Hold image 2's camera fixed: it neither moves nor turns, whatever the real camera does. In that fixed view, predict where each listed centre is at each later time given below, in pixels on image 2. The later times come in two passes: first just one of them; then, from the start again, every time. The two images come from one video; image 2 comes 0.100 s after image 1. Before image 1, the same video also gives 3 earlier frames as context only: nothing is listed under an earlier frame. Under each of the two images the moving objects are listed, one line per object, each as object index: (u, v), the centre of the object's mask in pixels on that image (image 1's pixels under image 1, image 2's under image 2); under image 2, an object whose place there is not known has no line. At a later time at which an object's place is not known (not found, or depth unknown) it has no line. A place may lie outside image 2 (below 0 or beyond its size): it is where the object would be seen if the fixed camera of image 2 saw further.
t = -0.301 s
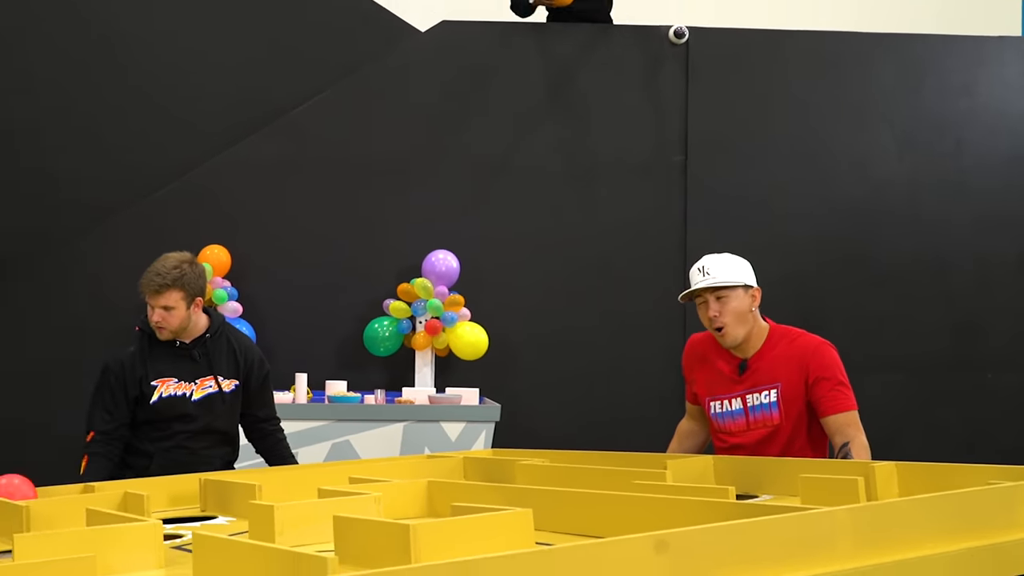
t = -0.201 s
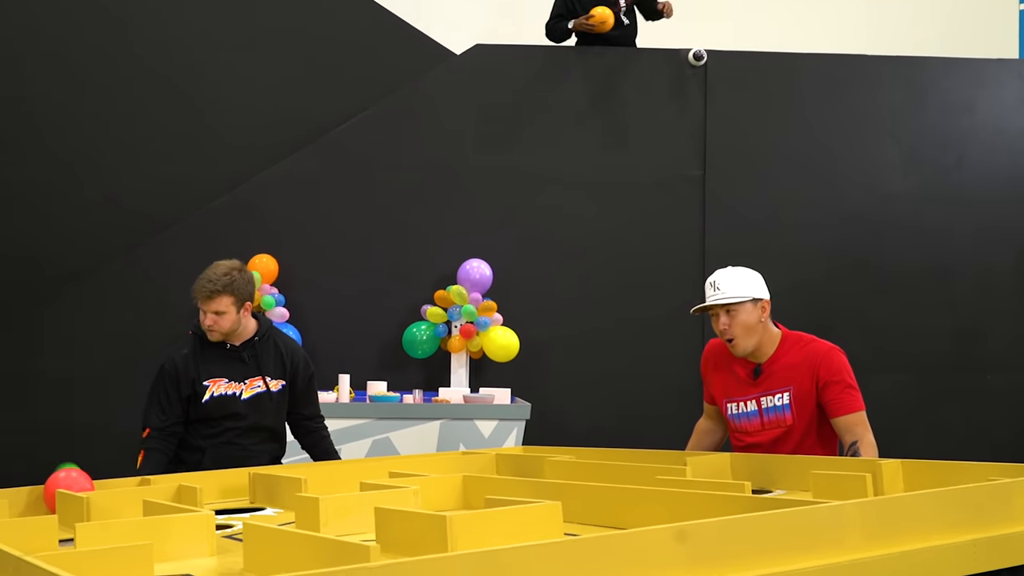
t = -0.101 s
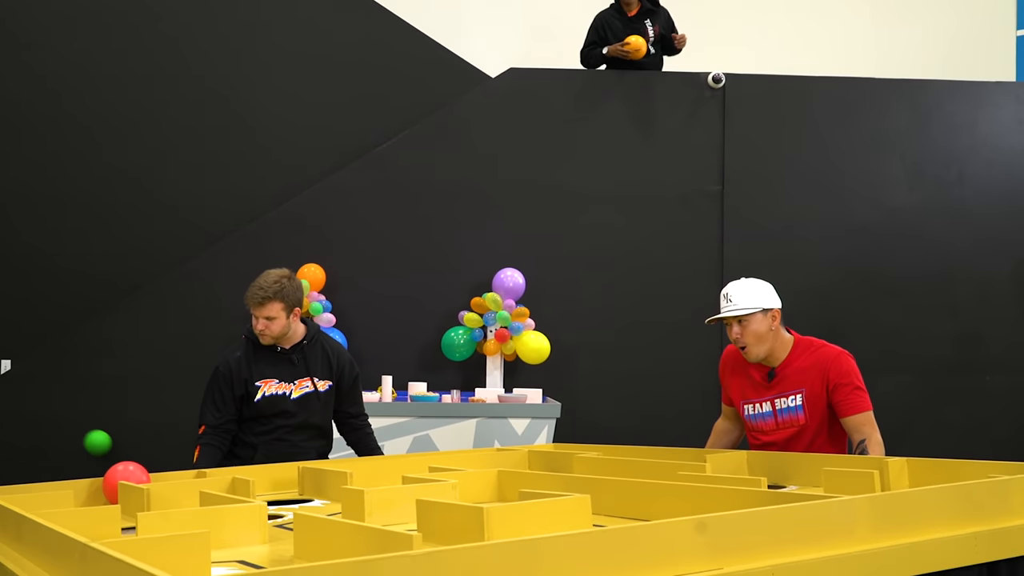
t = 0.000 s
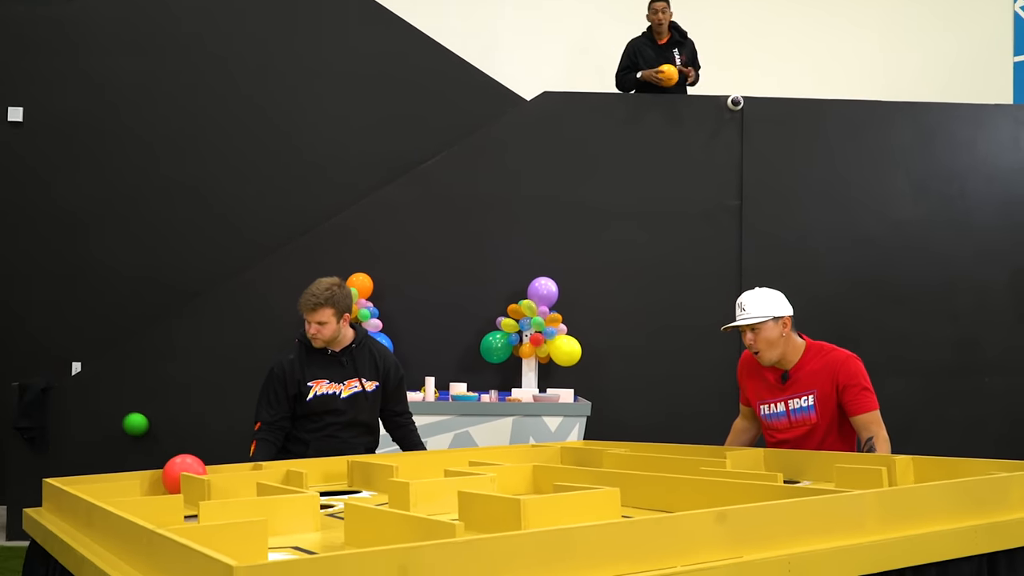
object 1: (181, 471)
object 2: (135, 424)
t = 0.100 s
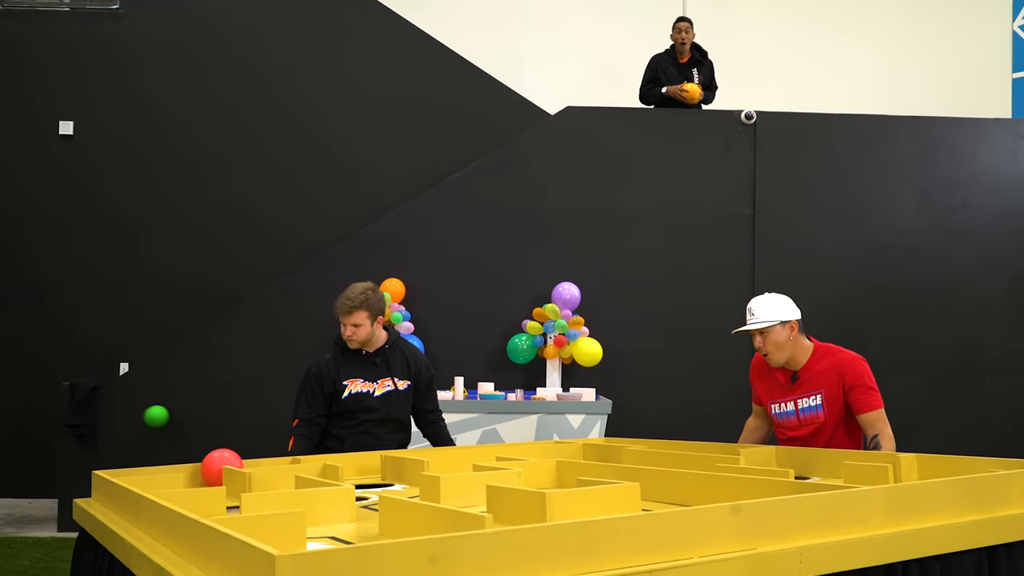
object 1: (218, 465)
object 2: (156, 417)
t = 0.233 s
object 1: (214, 465)
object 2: (121, 431)
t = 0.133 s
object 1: (217, 465)
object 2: (147, 417)
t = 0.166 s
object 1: (216, 465)
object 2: (138, 421)
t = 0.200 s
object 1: (215, 465)
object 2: (130, 425)
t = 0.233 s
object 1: (214, 465)
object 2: (121, 431)
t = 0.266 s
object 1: (214, 465)
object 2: (112, 439)
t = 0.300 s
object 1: (213, 464)
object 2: (103, 448)
